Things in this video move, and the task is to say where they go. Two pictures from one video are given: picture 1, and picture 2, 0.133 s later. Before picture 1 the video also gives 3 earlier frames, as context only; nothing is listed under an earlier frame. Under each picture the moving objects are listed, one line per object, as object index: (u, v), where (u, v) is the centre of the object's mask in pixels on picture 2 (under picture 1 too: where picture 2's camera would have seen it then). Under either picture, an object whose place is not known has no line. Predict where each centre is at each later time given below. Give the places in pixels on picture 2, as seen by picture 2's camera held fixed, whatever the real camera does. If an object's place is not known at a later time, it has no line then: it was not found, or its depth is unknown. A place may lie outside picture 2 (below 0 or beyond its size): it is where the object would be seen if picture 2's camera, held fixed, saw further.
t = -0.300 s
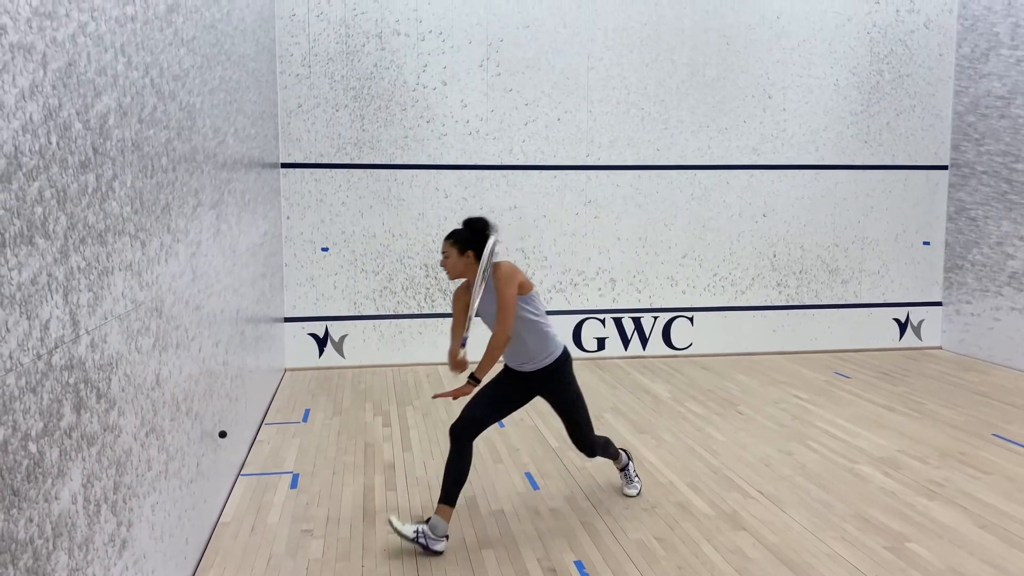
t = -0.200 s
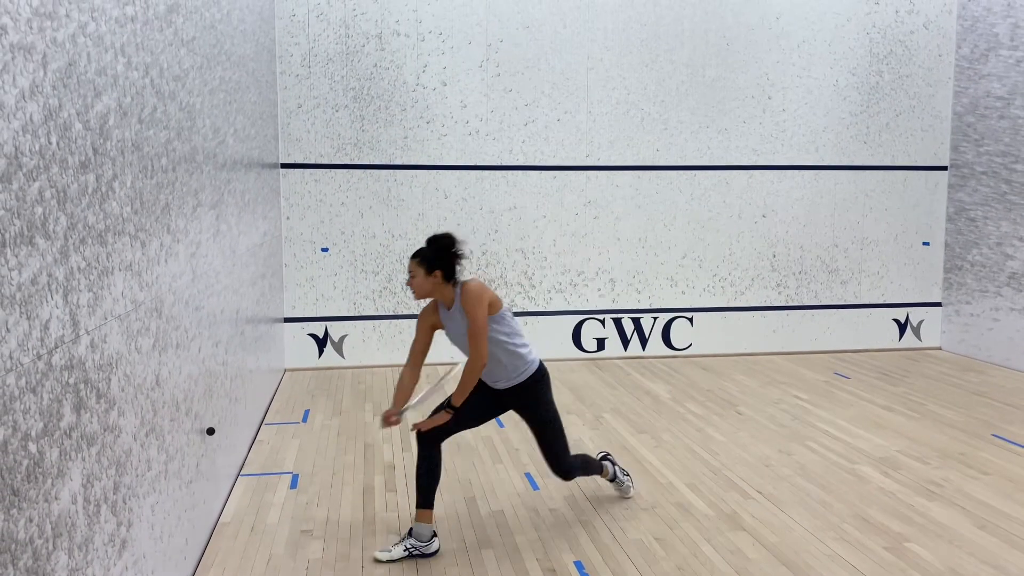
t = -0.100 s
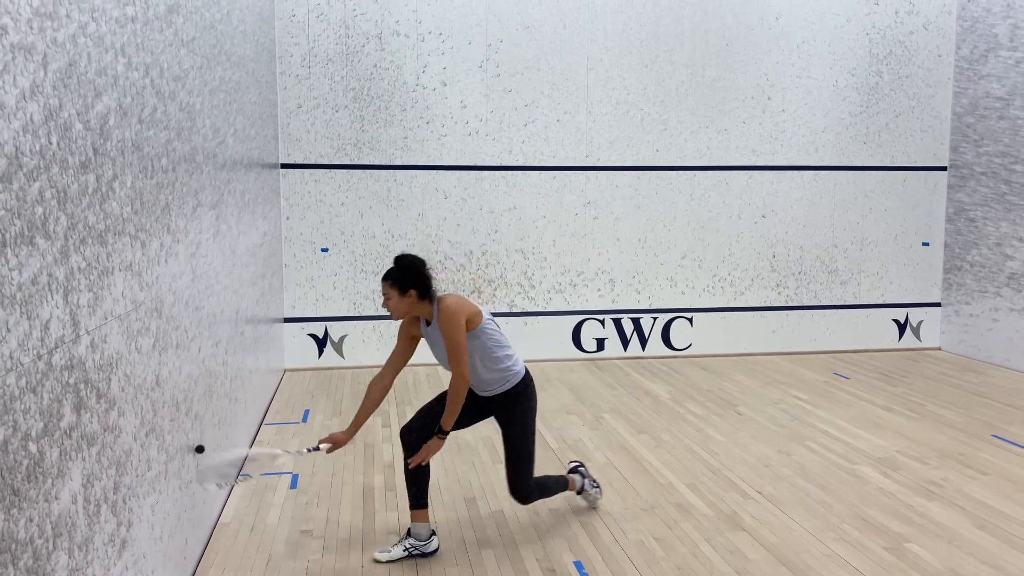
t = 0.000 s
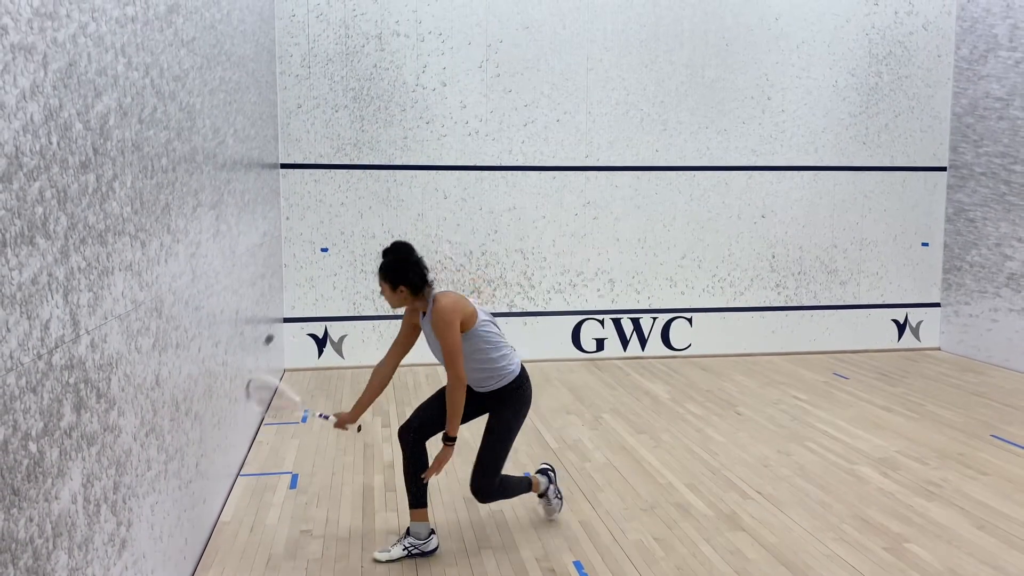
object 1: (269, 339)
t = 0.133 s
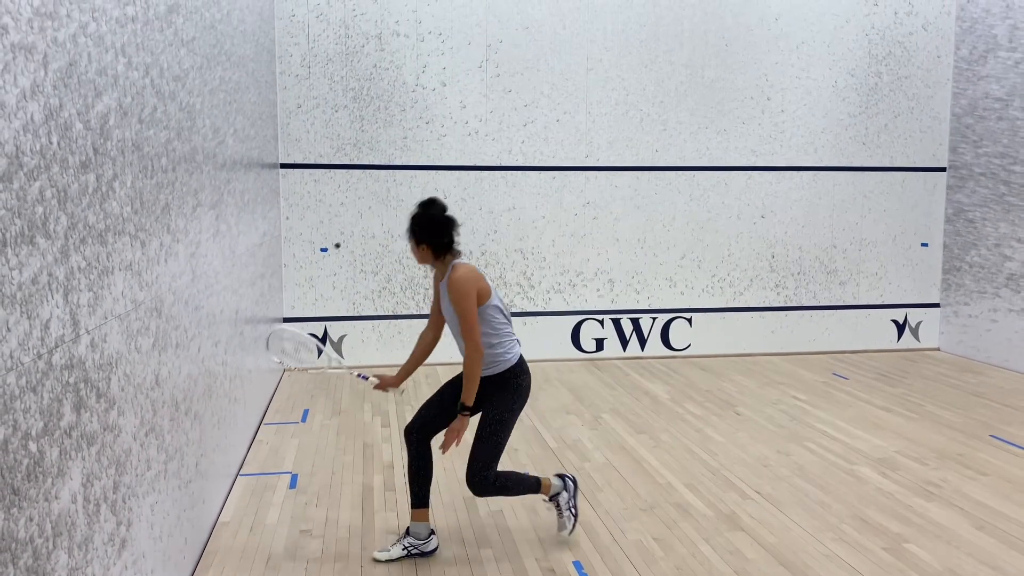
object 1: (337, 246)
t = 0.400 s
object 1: (389, 229)
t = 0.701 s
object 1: (435, 377)
